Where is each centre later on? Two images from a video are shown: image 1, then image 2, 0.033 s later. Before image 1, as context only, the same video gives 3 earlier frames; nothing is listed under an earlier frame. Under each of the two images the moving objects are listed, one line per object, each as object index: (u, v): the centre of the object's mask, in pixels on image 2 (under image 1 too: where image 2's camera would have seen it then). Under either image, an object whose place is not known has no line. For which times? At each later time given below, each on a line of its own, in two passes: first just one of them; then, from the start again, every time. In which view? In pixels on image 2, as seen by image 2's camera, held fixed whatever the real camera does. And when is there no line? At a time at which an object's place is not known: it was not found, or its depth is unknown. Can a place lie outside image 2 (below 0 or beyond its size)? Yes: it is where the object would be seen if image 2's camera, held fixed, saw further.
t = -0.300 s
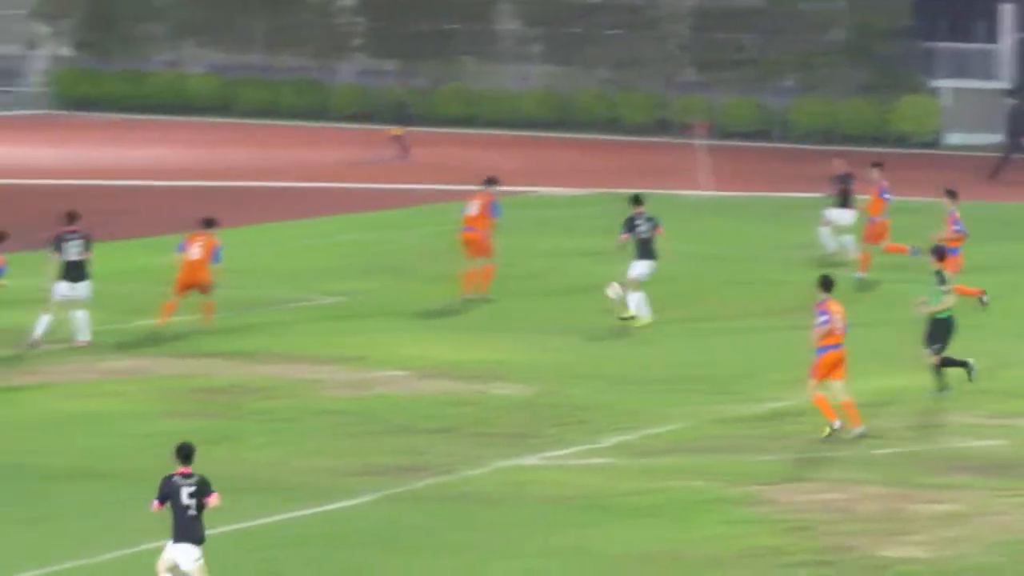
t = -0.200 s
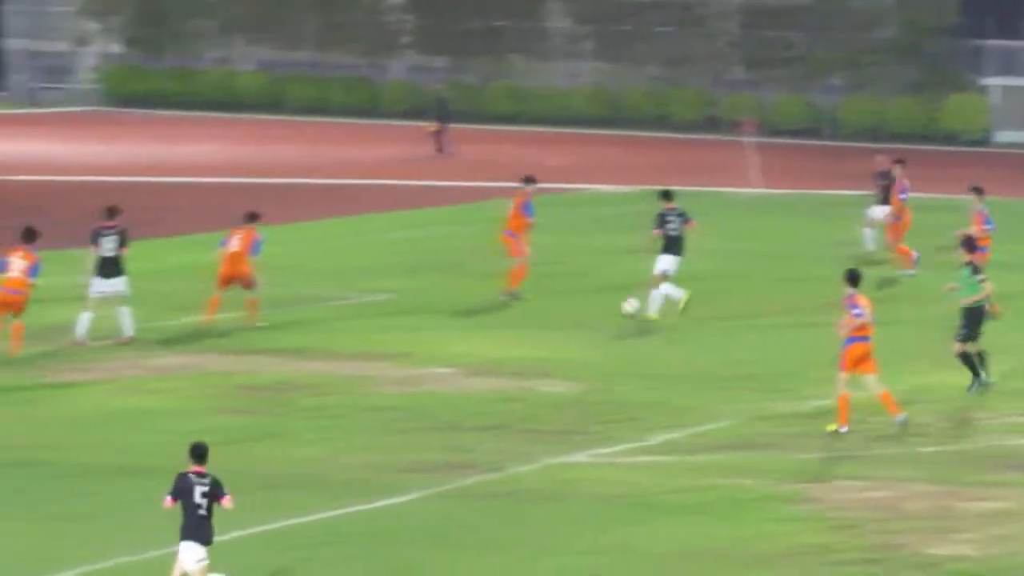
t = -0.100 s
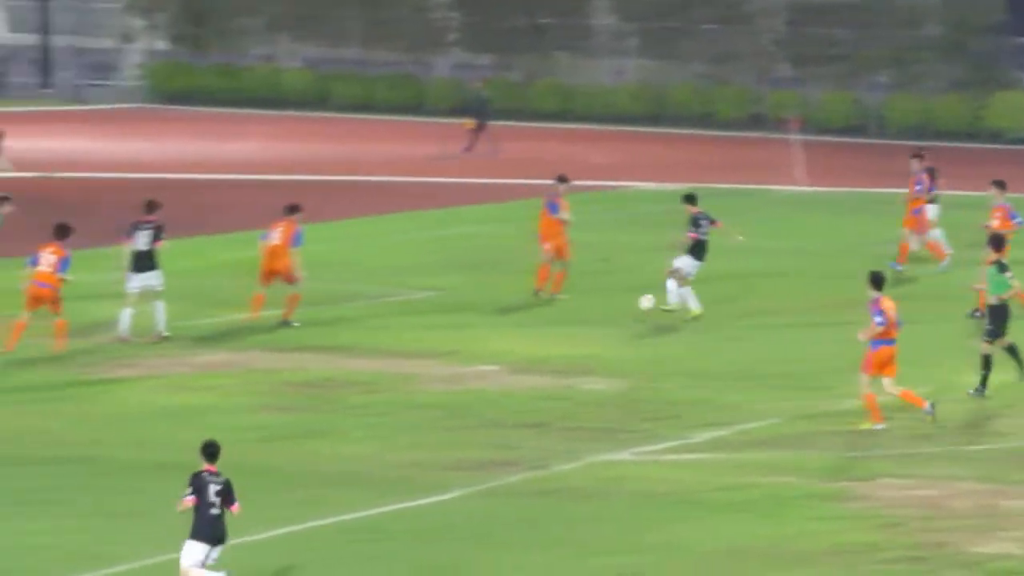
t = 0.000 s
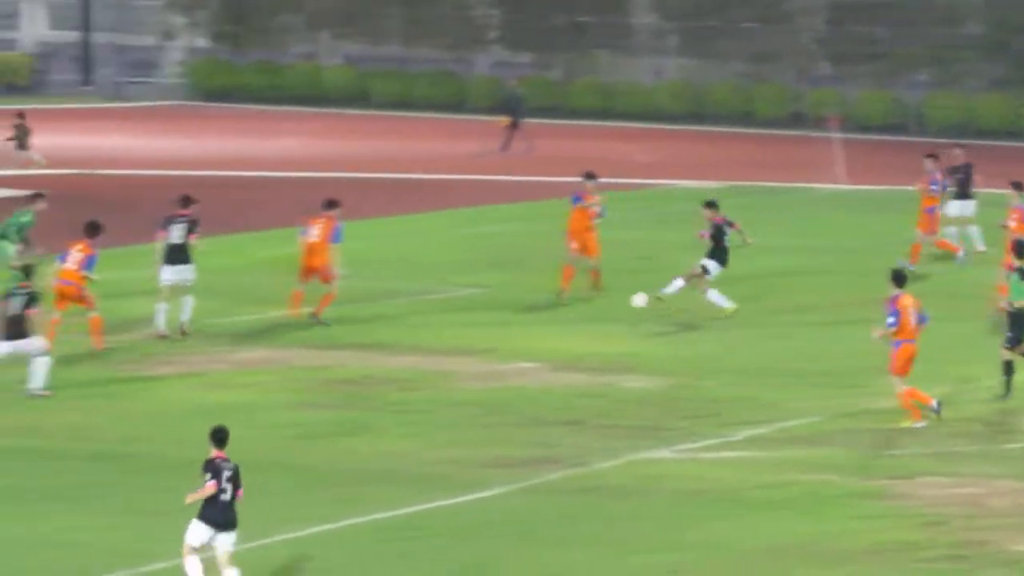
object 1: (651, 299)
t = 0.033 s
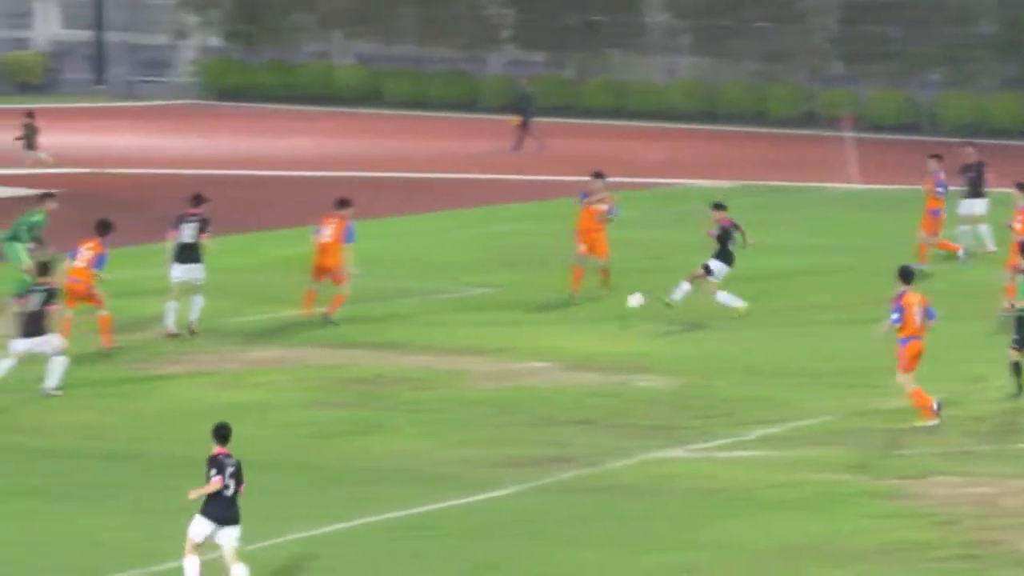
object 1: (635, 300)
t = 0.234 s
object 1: (538, 325)
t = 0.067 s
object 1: (618, 303)
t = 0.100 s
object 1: (601, 307)
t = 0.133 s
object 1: (585, 312)
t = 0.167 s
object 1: (568, 318)
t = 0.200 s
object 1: (552, 324)
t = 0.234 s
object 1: (538, 325)
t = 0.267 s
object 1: (526, 324)
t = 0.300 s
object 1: (514, 324)
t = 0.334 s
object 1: (502, 324)
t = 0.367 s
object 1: (490, 325)
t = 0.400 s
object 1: (479, 328)
